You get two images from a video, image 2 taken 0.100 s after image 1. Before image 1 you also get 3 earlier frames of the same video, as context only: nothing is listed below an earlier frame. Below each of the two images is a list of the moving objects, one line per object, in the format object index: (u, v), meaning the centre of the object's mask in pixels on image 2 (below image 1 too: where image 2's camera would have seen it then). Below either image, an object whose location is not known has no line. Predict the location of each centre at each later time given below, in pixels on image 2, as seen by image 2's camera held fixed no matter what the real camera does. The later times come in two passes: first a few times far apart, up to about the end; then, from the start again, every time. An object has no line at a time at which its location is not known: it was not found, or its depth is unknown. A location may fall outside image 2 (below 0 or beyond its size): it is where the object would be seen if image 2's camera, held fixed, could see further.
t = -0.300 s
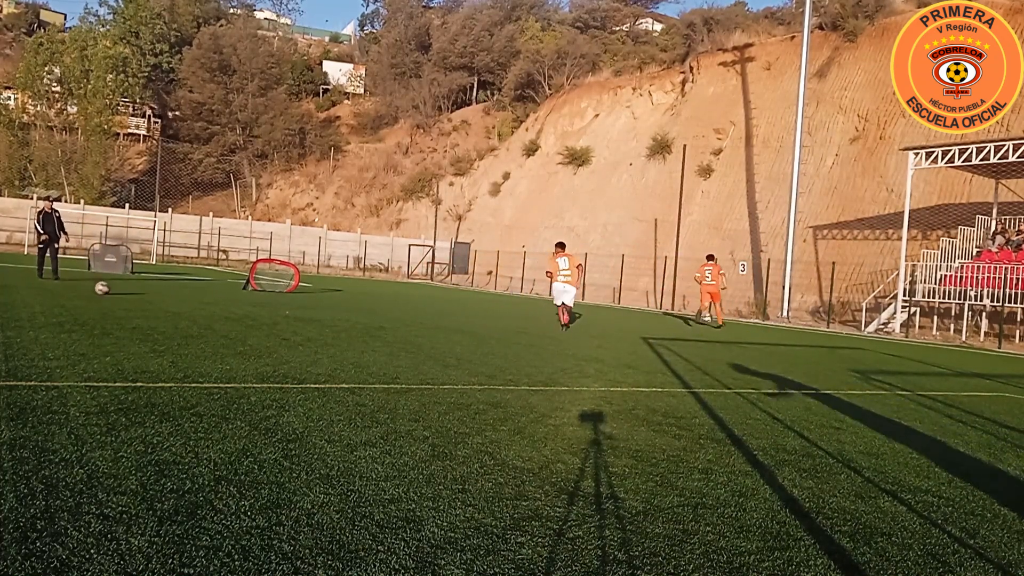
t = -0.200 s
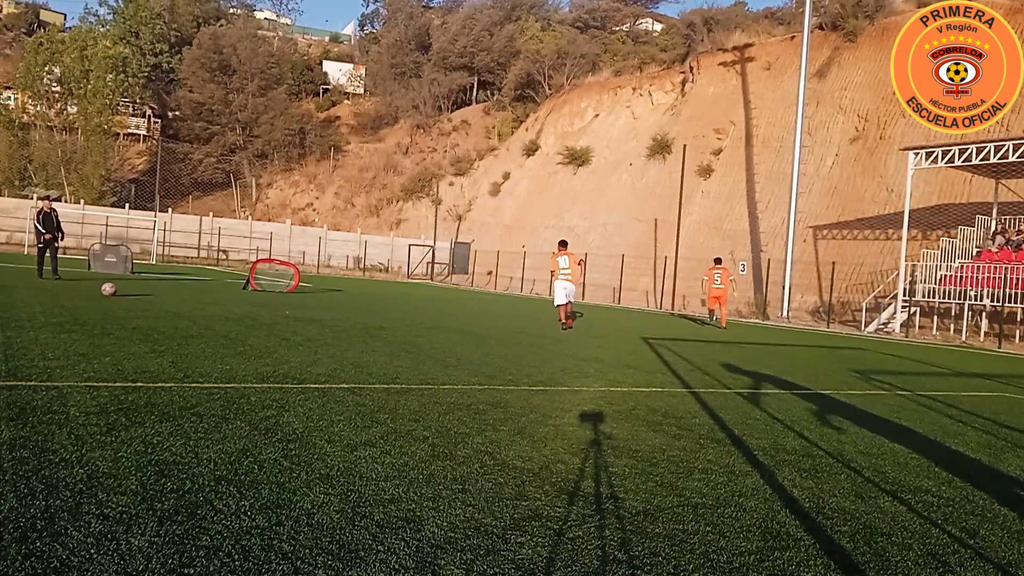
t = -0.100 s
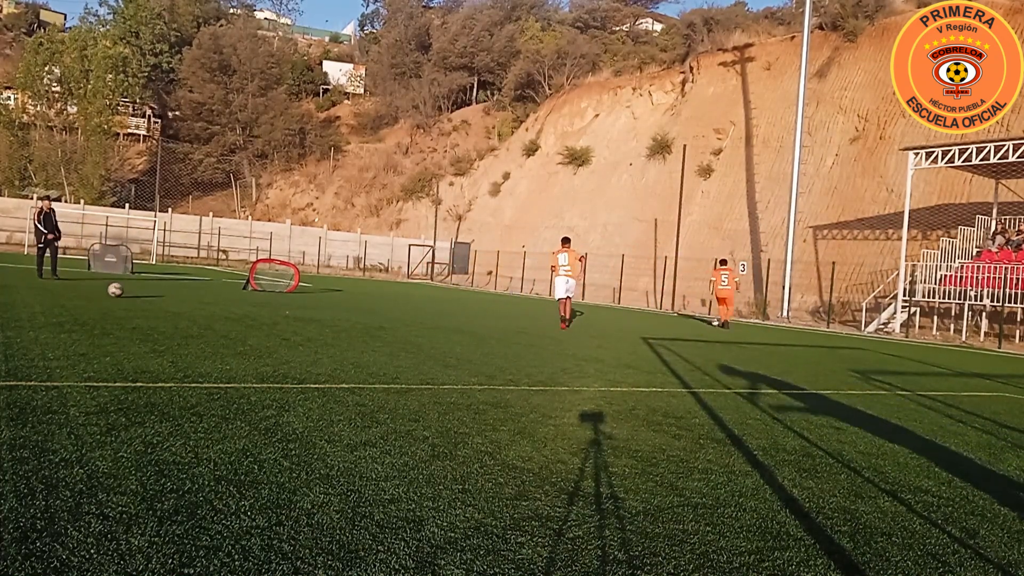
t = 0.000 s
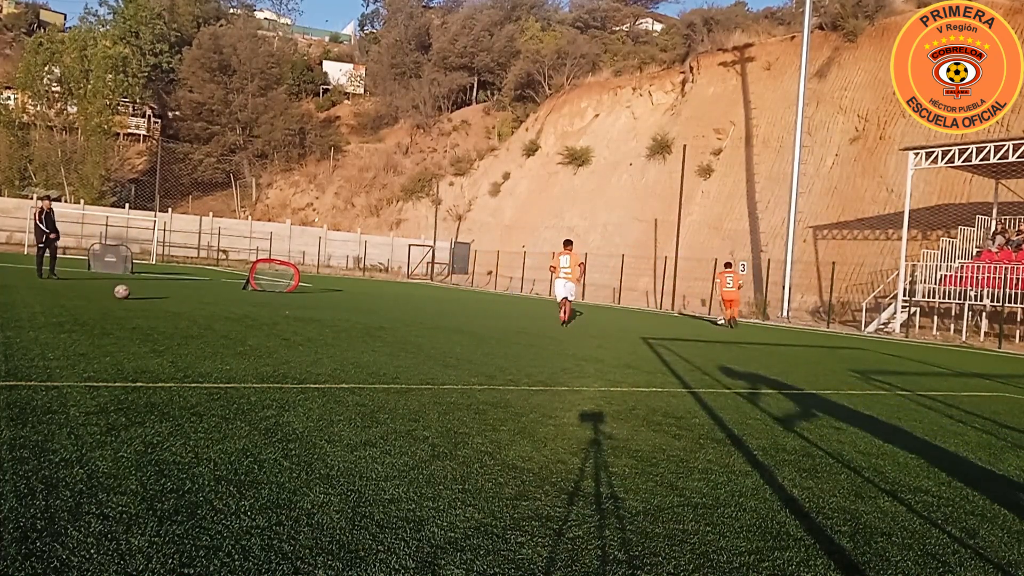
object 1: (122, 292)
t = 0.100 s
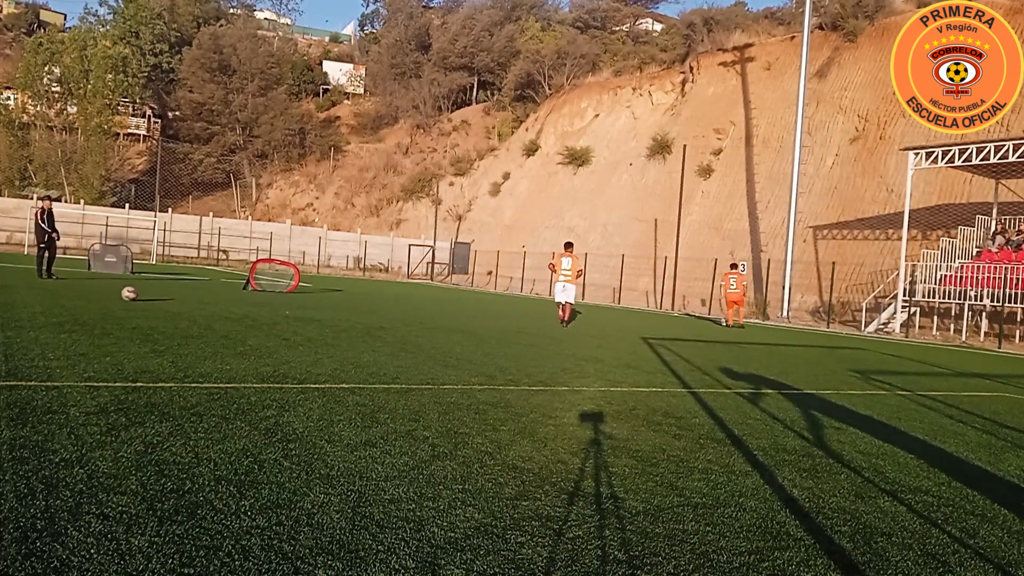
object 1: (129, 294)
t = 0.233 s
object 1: (138, 296)
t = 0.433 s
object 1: (153, 299)
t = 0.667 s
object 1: (170, 303)
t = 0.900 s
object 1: (187, 307)
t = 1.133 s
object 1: (205, 311)
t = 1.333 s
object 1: (220, 315)
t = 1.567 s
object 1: (239, 320)
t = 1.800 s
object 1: (259, 324)
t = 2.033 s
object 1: (279, 329)
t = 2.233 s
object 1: (296, 334)
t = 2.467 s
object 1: (317, 338)
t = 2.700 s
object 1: (338, 344)
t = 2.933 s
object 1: (360, 350)
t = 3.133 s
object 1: (380, 355)
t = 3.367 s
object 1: (403, 361)
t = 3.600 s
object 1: (426, 367)
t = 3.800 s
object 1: (445, 372)
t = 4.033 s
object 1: (467, 377)
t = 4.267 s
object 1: (487, 384)
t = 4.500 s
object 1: (507, 390)
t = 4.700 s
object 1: (524, 395)
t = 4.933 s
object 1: (543, 400)
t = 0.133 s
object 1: (131, 294)
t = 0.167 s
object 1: (134, 295)
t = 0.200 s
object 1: (136, 295)
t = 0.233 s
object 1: (138, 296)
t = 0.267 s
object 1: (141, 296)
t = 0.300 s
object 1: (143, 297)
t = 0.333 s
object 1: (146, 298)
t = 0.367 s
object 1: (148, 298)
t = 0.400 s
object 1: (150, 298)
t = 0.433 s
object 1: (153, 299)
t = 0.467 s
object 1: (155, 300)
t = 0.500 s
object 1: (157, 300)
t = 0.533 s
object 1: (160, 301)
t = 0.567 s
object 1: (162, 302)
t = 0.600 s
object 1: (165, 302)
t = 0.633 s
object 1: (167, 302)
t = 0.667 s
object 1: (170, 303)
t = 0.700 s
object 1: (172, 303)
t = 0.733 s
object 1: (174, 304)
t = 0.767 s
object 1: (177, 305)
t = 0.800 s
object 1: (179, 306)
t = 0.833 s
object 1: (182, 306)
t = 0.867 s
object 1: (184, 307)
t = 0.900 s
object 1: (187, 307)
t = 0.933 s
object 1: (189, 307)
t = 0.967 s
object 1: (192, 309)
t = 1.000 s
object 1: (194, 309)
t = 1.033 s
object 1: (197, 309)
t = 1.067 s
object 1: (199, 310)
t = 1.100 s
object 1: (202, 311)
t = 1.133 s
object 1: (205, 311)
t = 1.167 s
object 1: (207, 312)
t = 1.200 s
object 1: (210, 312)
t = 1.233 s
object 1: (212, 313)
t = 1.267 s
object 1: (215, 313)
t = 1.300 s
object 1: (218, 314)
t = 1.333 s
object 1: (220, 315)
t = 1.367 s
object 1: (223, 316)
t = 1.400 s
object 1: (225, 316)
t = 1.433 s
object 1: (228, 317)
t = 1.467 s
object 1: (231, 317)
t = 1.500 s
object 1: (233, 318)
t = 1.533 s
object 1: (237, 319)
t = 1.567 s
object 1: (239, 320)
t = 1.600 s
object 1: (242, 320)
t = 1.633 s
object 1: (245, 321)
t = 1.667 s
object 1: (247, 322)
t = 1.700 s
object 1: (250, 322)
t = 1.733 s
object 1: (253, 323)
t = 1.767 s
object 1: (256, 324)
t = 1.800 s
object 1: (259, 324)
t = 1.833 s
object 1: (262, 325)
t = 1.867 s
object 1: (265, 326)
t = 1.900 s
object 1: (267, 327)
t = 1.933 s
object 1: (270, 327)
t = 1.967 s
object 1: (273, 328)
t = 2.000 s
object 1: (276, 328)
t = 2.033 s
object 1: (279, 329)
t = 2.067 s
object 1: (282, 330)
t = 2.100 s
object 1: (285, 330)
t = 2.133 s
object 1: (287, 332)
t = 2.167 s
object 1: (290, 332)
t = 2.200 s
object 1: (293, 332)
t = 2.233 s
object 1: (296, 334)
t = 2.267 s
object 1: (298, 334)
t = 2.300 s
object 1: (302, 335)
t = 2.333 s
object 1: (305, 336)
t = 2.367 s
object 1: (308, 336)
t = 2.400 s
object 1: (311, 337)
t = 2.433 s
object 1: (314, 338)
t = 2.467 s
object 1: (317, 338)
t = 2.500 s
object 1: (320, 339)
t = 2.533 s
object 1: (323, 340)
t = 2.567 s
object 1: (326, 341)
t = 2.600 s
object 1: (329, 341)
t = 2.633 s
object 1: (332, 343)
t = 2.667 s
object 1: (335, 343)
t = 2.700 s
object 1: (338, 344)
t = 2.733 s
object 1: (341, 345)
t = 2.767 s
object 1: (344, 345)
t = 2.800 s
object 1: (347, 346)
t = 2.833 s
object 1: (351, 347)
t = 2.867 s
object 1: (354, 348)
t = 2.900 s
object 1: (357, 349)
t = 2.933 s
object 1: (360, 350)
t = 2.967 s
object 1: (363, 350)
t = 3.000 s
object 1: (366, 351)
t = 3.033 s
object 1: (370, 352)
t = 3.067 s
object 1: (373, 352)
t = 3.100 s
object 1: (378, 354)
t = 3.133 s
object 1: (380, 355)
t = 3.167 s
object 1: (383, 355)
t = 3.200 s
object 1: (387, 356)
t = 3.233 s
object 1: (390, 357)
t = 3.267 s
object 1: (393, 358)
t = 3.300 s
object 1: (396, 359)
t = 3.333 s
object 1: (400, 360)
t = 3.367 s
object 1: (403, 361)
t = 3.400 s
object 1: (406, 362)
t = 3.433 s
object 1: (409, 362)
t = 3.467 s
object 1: (413, 363)
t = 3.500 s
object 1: (416, 364)
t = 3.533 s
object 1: (420, 365)
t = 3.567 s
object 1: (423, 366)
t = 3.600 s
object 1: (426, 367)
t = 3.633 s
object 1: (429, 367)
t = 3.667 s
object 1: (433, 368)
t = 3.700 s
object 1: (436, 370)
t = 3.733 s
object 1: (439, 370)
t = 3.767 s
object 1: (442, 370)
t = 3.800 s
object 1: (445, 372)
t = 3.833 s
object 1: (448, 372)
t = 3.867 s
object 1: (451, 373)
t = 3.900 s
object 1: (454, 374)
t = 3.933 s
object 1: (457, 375)
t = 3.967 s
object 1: (460, 375)
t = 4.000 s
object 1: (464, 377)
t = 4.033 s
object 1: (467, 377)
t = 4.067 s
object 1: (470, 378)
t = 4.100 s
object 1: (473, 379)
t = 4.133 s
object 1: (476, 380)
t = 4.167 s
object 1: (479, 381)
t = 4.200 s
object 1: (481, 382)
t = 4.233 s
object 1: (485, 383)
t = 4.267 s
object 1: (487, 384)
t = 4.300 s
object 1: (490, 384)
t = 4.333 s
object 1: (493, 385)
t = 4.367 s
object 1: (496, 387)
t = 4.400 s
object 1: (499, 387)
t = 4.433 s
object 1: (502, 388)
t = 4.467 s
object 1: (505, 389)
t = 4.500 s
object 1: (507, 390)
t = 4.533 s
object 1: (510, 391)
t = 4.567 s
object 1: (513, 391)
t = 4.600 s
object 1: (516, 392)
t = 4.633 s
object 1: (519, 393)
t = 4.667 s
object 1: (522, 394)
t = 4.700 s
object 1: (524, 395)
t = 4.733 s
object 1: (527, 396)
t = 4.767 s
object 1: (530, 396)
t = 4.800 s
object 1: (532, 397)
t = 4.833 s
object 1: (535, 398)
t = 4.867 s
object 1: (538, 399)
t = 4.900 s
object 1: (540, 400)
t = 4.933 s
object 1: (543, 400)
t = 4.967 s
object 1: (545, 401)
